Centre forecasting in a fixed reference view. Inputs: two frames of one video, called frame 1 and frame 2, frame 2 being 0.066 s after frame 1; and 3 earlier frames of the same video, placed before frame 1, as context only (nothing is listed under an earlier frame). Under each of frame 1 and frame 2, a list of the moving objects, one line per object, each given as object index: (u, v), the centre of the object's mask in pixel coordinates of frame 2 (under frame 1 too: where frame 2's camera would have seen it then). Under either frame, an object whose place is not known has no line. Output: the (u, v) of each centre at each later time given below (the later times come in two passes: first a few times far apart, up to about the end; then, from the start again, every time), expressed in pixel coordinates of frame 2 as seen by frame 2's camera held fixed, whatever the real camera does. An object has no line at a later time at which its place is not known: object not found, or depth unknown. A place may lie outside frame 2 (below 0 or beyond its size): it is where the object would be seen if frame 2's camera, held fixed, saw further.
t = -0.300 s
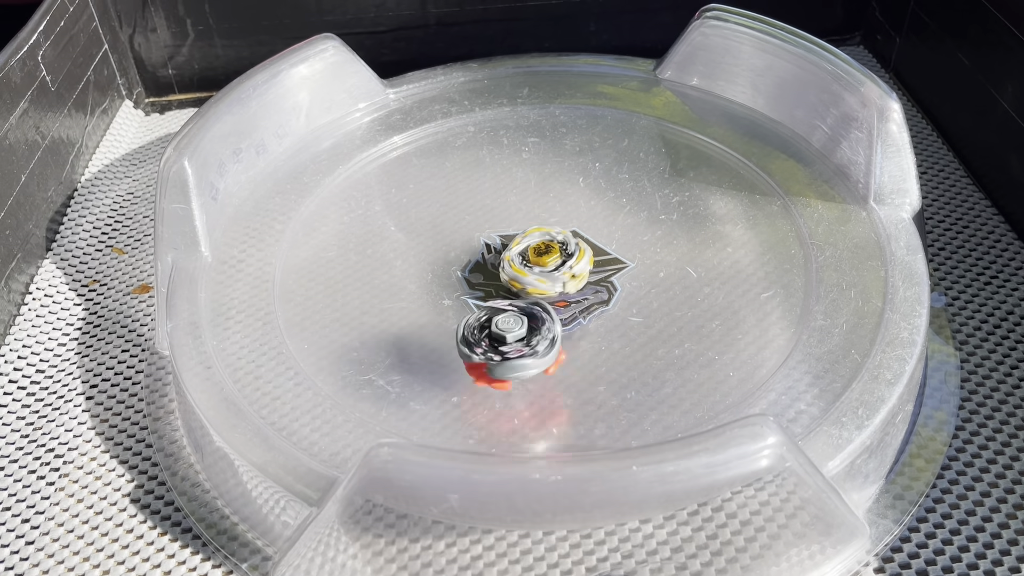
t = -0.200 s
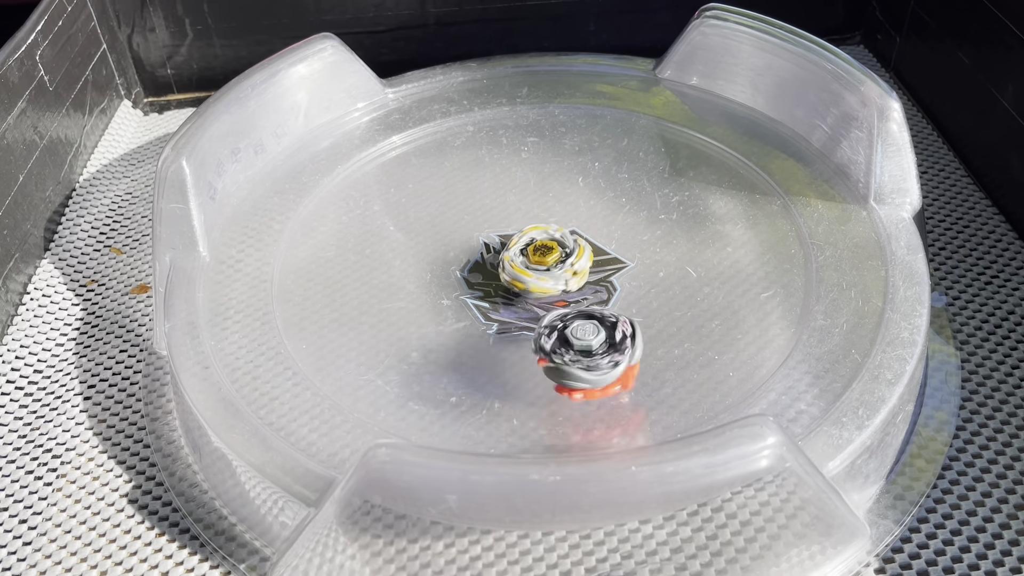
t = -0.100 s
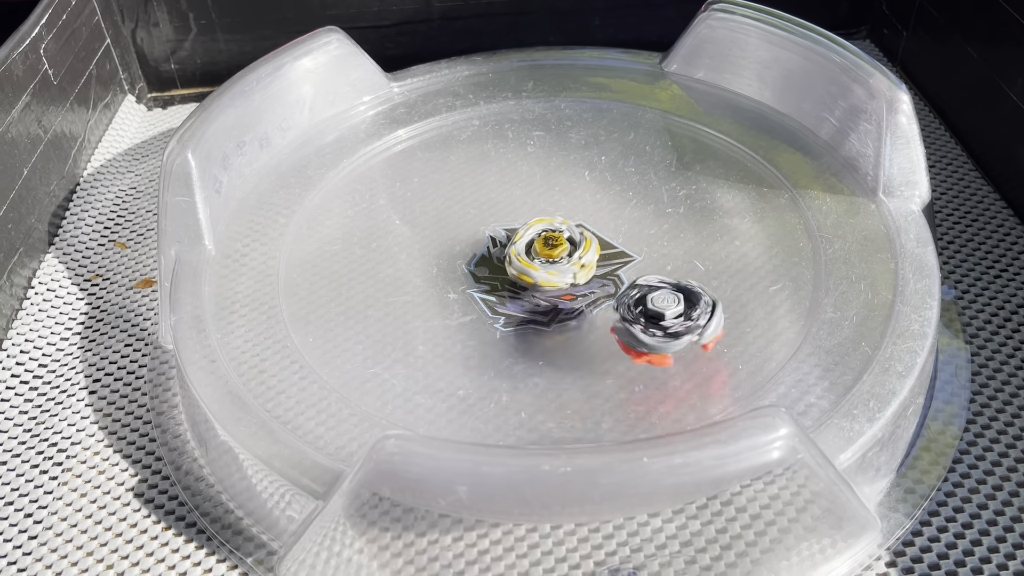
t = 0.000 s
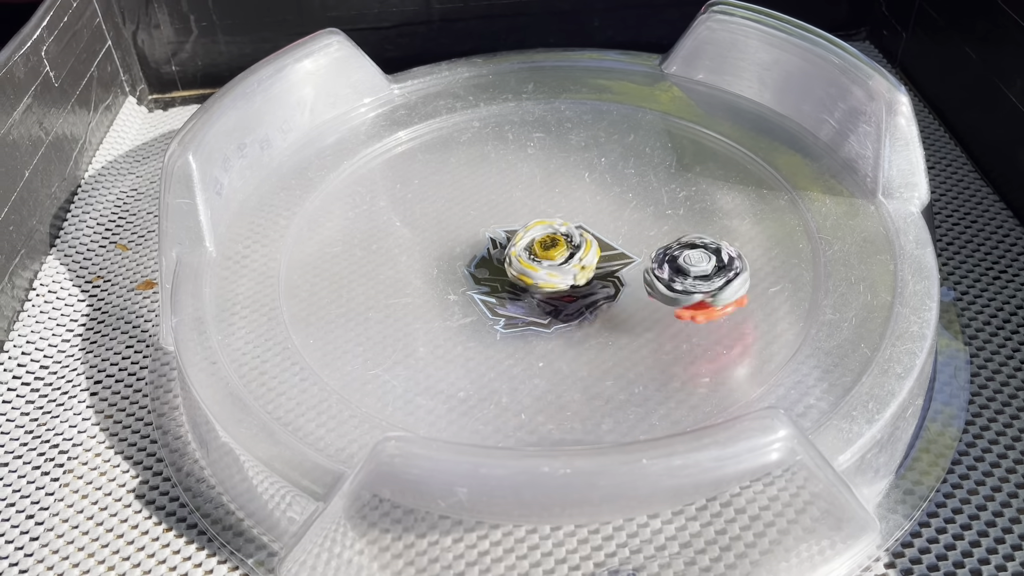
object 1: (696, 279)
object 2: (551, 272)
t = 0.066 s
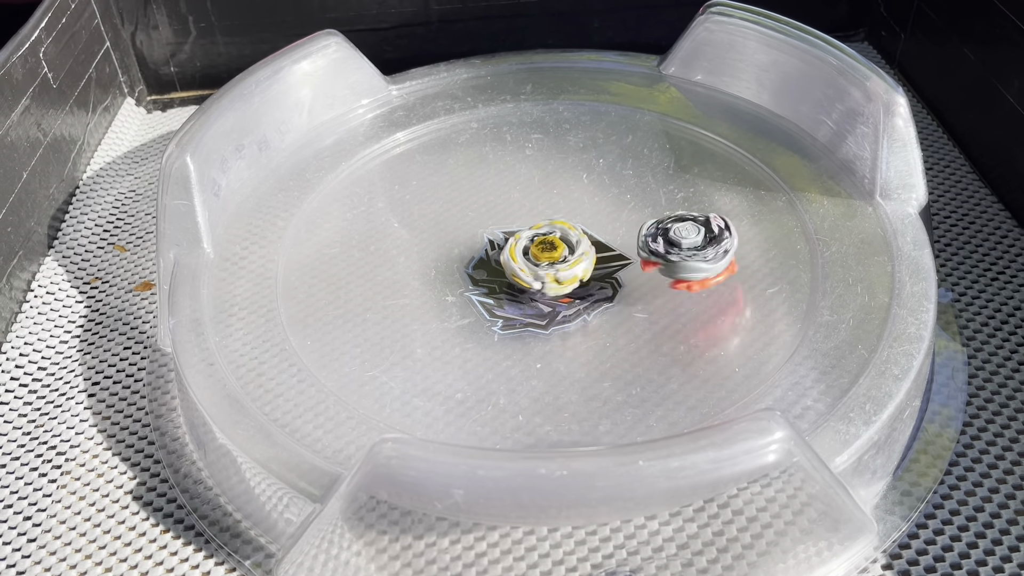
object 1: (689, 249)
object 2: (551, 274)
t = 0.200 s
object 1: (633, 206)
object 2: (550, 274)
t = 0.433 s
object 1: (506, 165)
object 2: (503, 319)
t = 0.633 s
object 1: (408, 209)
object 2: (501, 315)
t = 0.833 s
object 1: (406, 287)
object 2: (561, 317)
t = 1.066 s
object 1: (449, 332)
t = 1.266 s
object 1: (524, 315)
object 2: (704, 319)
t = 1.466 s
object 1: (475, 264)
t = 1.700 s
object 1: (439, 240)
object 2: (647, 299)
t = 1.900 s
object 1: (497, 235)
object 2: (630, 300)
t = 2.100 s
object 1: (548, 192)
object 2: (610, 300)
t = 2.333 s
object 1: (547, 201)
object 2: (583, 298)
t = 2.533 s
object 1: (572, 206)
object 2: (573, 343)
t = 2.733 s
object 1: (575, 226)
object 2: (554, 347)
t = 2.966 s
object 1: (622, 256)
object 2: (544, 344)
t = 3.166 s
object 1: (621, 261)
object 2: (545, 338)
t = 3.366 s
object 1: (589, 242)
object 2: (500, 363)
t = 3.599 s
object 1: (517, 266)
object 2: (496, 353)
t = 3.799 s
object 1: (516, 210)
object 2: (473, 430)
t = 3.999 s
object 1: (485, 207)
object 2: (487, 380)
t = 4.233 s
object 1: (562, 239)
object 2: (525, 319)
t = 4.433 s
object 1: (631, 205)
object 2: (529, 309)
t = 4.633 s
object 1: (600, 202)
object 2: (526, 298)
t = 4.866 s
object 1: (601, 214)
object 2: (411, 347)
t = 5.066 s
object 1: (592, 248)
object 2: (383, 286)
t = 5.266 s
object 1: (617, 284)
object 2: (443, 260)
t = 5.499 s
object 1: (608, 286)
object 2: (471, 255)
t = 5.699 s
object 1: (542, 286)
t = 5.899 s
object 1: (498, 298)
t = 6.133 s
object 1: (525, 295)
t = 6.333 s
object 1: (571, 270)
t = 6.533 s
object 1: (569, 247)
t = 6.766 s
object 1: (597, 275)
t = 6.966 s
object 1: (589, 270)
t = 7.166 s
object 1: (546, 273)
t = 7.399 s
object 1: (521, 279)
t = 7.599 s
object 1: (524, 277)
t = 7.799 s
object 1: (532, 283)
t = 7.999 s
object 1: (532, 305)
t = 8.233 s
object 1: (544, 268)
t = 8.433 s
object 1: (502, 234)
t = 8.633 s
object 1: (493, 243)
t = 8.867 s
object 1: (516, 246)
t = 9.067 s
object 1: (525, 250)
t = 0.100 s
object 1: (677, 236)
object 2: (552, 272)
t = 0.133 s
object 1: (667, 224)
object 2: (552, 273)
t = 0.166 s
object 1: (648, 214)
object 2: (551, 275)
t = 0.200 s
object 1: (633, 206)
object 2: (550, 274)
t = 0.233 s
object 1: (610, 200)
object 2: (550, 273)
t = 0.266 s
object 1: (594, 192)
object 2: (547, 275)
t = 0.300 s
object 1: (580, 180)
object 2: (530, 284)
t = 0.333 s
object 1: (566, 171)
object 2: (520, 303)
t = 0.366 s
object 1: (547, 169)
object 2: (511, 312)
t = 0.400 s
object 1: (525, 165)
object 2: (502, 310)
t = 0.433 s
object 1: (506, 165)
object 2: (503, 319)
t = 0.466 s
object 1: (483, 166)
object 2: (497, 315)
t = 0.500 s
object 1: (465, 170)
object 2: (496, 319)
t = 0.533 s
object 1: (446, 178)
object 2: (501, 317)
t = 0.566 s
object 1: (431, 186)
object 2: (498, 316)
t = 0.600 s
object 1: (417, 198)
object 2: (497, 310)
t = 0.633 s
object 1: (408, 209)
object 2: (501, 315)
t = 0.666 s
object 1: (404, 224)
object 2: (496, 313)
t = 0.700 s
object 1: (401, 239)
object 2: (496, 312)
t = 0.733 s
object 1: (407, 253)
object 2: (500, 312)
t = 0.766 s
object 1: (406, 266)
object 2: (508, 311)
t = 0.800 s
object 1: (415, 277)
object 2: (519, 316)
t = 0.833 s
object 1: (406, 287)
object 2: (561, 317)
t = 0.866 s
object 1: (385, 291)
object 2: (619, 319)
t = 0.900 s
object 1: (377, 294)
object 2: (678, 315)
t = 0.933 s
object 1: (382, 299)
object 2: (734, 311)
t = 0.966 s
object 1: (392, 309)
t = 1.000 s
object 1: (405, 319)
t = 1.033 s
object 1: (425, 326)
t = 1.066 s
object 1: (449, 332)
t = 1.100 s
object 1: (474, 336)
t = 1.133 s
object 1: (497, 338)
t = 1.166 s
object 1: (520, 334)
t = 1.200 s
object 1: (542, 327)
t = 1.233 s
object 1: (549, 321)
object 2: (679, 327)
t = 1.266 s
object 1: (524, 315)
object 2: (704, 319)
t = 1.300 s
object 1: (507, 306)
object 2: (721, 311)
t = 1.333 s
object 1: (497, 296)
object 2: (718, 301)
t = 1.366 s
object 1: (493, 287)
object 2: (720, 300)
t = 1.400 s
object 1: (489, 279)
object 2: (712, 295)
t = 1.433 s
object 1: (483, 271)
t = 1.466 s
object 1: (475, 264)
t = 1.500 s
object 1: (465, 257)
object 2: (692, 296)
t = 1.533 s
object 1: (456, 251)
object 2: (683, 297)
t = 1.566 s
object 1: (448, 245)
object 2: (674, 298)
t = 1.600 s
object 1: (442, 241)
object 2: (667, 299)
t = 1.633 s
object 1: (439, 239)
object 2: (660, 299)
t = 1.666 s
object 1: (439, 240)
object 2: (653, 299)
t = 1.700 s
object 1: (439, 240)
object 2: (647, 299)
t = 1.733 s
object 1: (441, 240)
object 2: (644, 299)
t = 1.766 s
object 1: (447, 240)
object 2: (640, 300)
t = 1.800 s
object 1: (457, 240)
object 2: (638, 300)
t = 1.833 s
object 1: (469, 239)
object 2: (636, 300)
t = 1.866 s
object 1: (482, 238)
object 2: (634, 301)
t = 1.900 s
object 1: (497, 235)
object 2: (630, 300)
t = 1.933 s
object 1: (511, 231)
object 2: (627, 301)
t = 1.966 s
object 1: (522, 225)
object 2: (626, 301)
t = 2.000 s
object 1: (532, 217)
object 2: (626, 301)
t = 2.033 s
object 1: (540, 208)
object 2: (621, 301)
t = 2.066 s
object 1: (545, 200)
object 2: (616, 302)
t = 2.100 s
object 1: (548, 192)
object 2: (610, 300)
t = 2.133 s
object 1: (550, 187)
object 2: (606, 300)
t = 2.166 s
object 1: (549, 184)
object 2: (600, 300)
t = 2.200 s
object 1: (547, 185)
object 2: (599, 300)
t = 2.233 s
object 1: (545, 186)
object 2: (595, 300)
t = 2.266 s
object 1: (544, 189)
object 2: (590, 299)
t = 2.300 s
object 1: (544, 194)
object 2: (586, 299)
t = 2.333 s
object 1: (547, 201)
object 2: (583, 298)
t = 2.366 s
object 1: (552, 209)
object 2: (580, 299)
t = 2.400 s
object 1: (558, 214)
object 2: (579, 300)
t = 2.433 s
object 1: (565, 211)
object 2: (580, 316)
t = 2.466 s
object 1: (569, 208)
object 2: (580, 330)
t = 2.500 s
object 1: (571, 207)
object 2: (576, 338)
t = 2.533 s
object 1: (572, 206)
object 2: (573, 343)
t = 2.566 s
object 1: (572, 207)
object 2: (569, 345)
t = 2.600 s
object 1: (572, 209)
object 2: (566, 345)
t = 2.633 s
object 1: (571, 211)
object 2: (563, 347)
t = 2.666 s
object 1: (571, 216)
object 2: (560, 347)
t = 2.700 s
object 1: (572, 221)
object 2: (557, 348)
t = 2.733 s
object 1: (575, 226)
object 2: (554, 347)
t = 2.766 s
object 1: (579, 232)
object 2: (551, 348)
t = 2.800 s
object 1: (585, 238)
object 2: (550, 347)
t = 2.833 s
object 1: (591, 243)
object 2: (548, 347)
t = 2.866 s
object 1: (598, 248)
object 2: (546, 345)
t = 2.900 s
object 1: (607, 251)
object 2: (545, 345)
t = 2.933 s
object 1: (614, 254)
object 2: (545, 345)
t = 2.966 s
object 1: (622, 256)
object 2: (544, 344)
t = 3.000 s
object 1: (627, 257)
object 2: (544, 343)
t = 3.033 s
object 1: (630, 258)
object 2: (544, 343)
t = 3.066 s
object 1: (631, 258)
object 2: (545, 342)
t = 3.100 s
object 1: (629, 259)
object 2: (544, 341)
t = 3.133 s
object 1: (626, 260)
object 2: (545, 340)
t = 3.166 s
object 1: (621, 261)
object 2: (545, 338)
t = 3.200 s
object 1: (614, 263)
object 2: (546, 337)
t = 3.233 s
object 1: (606, 265)
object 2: (547, 336)
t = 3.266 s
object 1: (604, 261)
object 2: (535, 344)
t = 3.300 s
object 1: (603, 253)
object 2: (518, 356)
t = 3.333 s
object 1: (598, 246)
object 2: (506, 362)
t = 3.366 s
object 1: (589, 242)
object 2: (500, 363)
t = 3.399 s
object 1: (577, 239)
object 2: (499, 363)
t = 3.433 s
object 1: (563, 239)
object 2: (498, 361)
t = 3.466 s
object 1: (550, 241)
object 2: (498, 359)
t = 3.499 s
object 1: (537, 245)
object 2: (498, 357)
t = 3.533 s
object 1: (527, 251)
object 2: (496, 356)
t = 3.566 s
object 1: (520, 259)
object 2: (499, 355)
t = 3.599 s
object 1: (517, 266)
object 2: (496, 353)
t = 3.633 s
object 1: (521, 262)
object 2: (490, 368)
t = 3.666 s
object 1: (526, 248)
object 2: (481, 398)
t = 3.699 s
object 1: (527, 236)
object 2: (477, 421)
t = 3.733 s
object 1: (524, 227)
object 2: (481, 429)
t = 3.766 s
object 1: (520, 218)
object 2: (481, 432)
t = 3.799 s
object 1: (516, 210)
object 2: (473, 430)
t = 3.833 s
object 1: (508, 204)
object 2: (477, 430)
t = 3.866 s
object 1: (501, 200)
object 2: (474, 424)
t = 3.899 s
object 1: (494, 198)
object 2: (473, 416)
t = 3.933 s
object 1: (488, 199)
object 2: (478, 404)
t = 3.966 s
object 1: (485, 202)
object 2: (483, 391)
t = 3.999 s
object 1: (485, 207)
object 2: (487, 380)
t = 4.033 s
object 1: (487, 213)
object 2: (495, 369)
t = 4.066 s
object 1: (493, 220)
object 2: (502, 358)
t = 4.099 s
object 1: (503, 228)
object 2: (509, 343)
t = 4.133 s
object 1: (514, 234)
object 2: (513, 334)
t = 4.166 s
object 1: (528, 238)
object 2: (520, 326)
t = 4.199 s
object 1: (543, 239)
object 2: (526, 319)
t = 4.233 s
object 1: (562, 239)
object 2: (525, 319)
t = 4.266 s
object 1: (578, 237)
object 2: (523, 317)
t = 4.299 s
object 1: (593, 231)
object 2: (527, 316)
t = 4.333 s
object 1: (606, 225)
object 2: (528, 313)
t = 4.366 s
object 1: (617, 219)
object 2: (528, 311)
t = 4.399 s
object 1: (625, 211)
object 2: (527, 311)
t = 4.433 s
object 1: (631, 205)
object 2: (529, 309)
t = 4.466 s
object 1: (634, 199)
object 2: (530, 307)
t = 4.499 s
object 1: (632, 194)
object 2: (529, 305)
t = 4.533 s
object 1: (627, 192)
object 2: (526, 302)
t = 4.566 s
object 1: (620, 192)
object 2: (529, 302)
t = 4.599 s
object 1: (610, 195)
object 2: (529, 300)
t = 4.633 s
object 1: (600, 202)
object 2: (526, 298)
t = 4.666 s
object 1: (590, 212)
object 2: (528, 296)
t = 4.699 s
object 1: (584, 222)
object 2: (529, 295)
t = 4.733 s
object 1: (595, 217)
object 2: (503, 314)
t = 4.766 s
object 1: (602, 212)
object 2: (482, 330)
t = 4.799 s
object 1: (602, 211)
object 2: (452, 341)
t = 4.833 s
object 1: (602, 212)
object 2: (427, 349)
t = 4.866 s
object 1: (601, 214)
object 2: (411, 347)
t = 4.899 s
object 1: (601, 217)
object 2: (396, 345)
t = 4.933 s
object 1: (599, 220)
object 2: (394, 339)
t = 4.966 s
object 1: (596, 224)
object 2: (381, 327)
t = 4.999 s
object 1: (593, 231)
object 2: (384, 317)
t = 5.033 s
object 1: (591, 240)
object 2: (383, 304)
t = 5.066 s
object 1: (592, 248)
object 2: (383, 286)
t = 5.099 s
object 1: (595, 255)
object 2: (396, 281)
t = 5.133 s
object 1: (597, 262)
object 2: (406, 275)
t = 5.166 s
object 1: (600, 269)
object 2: (418, 268)
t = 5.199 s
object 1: (605, 276)
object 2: (428, 265)
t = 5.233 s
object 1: (612, 282)
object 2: (438, 262)
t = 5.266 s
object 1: (617, 284)
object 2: (443, 260)
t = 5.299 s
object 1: (620, 286)
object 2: (452, 259)
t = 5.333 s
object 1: (622, 288)
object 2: (454, 258)
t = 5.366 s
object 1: (623, 290)
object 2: (463, 257)
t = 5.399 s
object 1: (624, 290)
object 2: (461, 256)
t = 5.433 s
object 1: (623, 288)
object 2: (470, 257)
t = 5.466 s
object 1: (616, 286)
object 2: (465, 255)
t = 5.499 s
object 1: (608, 286)
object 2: (471, 255)
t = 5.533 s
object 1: (601, 286)
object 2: (469, 254)
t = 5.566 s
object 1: (592, 284)
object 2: (473, 254)
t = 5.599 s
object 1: (580, 282)
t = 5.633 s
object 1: (566, 282)
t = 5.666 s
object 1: (553, 284)
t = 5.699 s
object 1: (542, 286)
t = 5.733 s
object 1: (531, 286)
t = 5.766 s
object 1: (519, 288)
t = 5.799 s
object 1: (509, 292)
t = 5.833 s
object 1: (504, 295)
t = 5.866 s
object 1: (501, 296)
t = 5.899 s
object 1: (498, 298)
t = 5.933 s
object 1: (496, 298)
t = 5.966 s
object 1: (499, 299)
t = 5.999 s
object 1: (503, 297)
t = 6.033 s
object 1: (504, 293)
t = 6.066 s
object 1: (508, 291)
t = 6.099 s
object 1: (515, 292)
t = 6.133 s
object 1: (525, 295)
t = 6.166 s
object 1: (534, 294)
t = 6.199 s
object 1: (542, 294)
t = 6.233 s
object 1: (553, 292)
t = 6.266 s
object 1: (564, 284)
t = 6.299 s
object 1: (568, 277)
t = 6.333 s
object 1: (571, 270)
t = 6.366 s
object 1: (576, 263)
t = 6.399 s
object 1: (578, 259)
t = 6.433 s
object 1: (577, 255)
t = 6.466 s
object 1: (577, 254)
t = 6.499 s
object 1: (576, 249)
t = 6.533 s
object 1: (569, 247)
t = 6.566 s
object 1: (571, 253)
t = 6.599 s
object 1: (575, 258)
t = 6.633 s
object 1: (578, 263)
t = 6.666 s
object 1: (582, 268)
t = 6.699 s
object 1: (590, 270)
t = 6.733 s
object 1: (592, 272)
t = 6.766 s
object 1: (597, 275)
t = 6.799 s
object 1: (601, 273)
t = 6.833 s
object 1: (600, 273)
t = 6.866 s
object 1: (601, 274)
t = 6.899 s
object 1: (600, 270)
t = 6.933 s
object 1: (593, 270)
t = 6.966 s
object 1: (589, 270)
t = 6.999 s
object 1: (582, 269)
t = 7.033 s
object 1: (573, 269)
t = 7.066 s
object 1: (568, 270)
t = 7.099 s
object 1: (559, 269)
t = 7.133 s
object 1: (550, 272)
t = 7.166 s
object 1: (546, 273)
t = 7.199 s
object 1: (538, 274)
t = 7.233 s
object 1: (532, 277)
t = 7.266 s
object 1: (531, 278)
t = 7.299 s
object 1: (526, 279)
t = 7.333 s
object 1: (524, 281)
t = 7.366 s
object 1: (524, 280)
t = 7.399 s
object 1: (521, 279)
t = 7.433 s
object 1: (523, 280)
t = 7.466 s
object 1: (522, 278)
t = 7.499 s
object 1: (523, 277)
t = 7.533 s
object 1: (526, 275)
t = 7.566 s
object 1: (524, 273)
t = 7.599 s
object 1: (524, 277)
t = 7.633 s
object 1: (525, 277)
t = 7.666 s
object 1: (527, 279)
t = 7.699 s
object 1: (532, 279)
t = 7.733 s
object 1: (536, 277)
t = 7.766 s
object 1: (538, 278)
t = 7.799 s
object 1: (532, 283)
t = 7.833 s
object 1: (526, 290)
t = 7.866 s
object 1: (526, 295)
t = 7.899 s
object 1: (524, 297)
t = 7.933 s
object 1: (526, 303)
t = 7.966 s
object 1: (528, 302)
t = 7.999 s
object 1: (532, 305)
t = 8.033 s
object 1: (537, 301)
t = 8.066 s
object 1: (539, 299)
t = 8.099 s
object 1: (545, 295)
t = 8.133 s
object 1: (545, 289)
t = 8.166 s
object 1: (549, 283)
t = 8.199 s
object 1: (547, 273)
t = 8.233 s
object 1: (544, 268)
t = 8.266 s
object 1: (540, 259)
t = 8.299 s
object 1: (532, 254)
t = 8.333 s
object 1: (528, 247)
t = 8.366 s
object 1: (517, 241)
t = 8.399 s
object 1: (512, 238)
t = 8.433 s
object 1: (502, 234)
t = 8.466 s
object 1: (497, 235)
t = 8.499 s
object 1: (491, 233)
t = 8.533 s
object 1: (487, 237)
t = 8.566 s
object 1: (487, 237)
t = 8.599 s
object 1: (488, 241)
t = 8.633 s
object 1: (493, 243)
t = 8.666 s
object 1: (497, 246)
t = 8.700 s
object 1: (508, 248)
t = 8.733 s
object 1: (515, 249)
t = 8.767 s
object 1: (528, 250)
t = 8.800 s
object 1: (522, 247)
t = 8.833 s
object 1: (519, 247)
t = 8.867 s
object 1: (516, 246)
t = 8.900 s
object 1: (515, 248)
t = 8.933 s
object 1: (515, 247)
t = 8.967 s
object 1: (515, 249)
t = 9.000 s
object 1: (517, 248)
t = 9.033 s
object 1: (521, 250)
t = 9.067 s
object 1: (525, 250)
